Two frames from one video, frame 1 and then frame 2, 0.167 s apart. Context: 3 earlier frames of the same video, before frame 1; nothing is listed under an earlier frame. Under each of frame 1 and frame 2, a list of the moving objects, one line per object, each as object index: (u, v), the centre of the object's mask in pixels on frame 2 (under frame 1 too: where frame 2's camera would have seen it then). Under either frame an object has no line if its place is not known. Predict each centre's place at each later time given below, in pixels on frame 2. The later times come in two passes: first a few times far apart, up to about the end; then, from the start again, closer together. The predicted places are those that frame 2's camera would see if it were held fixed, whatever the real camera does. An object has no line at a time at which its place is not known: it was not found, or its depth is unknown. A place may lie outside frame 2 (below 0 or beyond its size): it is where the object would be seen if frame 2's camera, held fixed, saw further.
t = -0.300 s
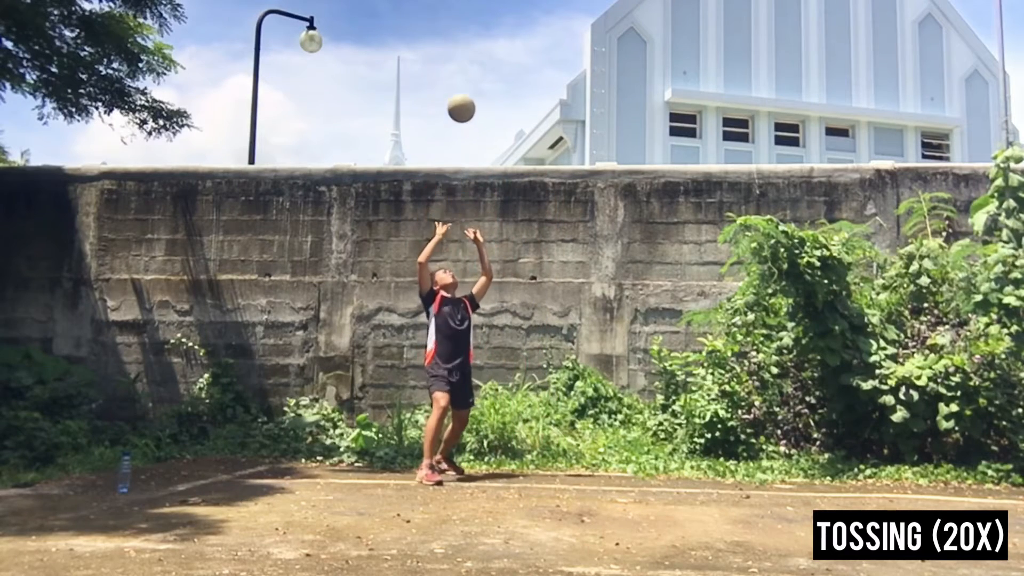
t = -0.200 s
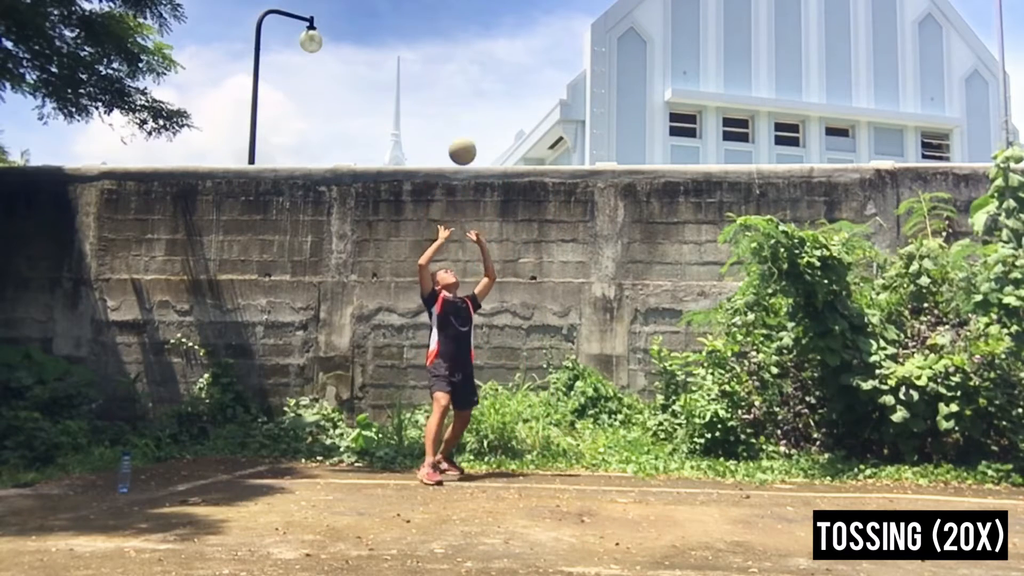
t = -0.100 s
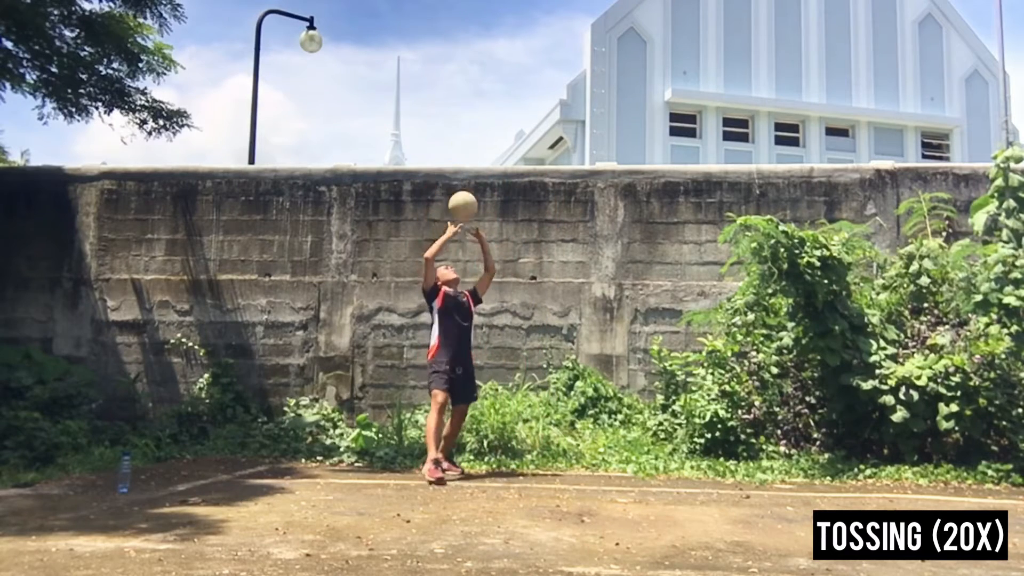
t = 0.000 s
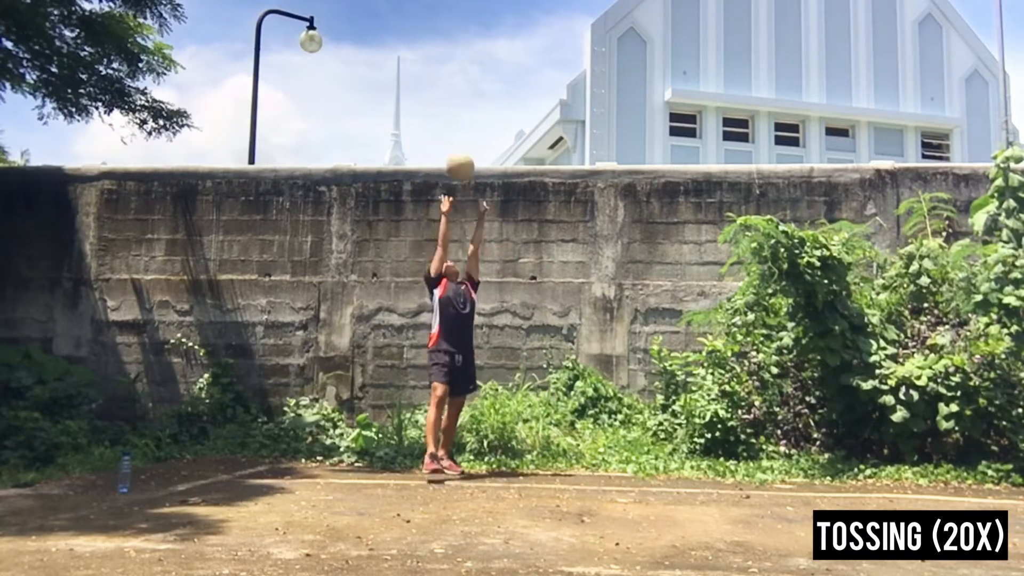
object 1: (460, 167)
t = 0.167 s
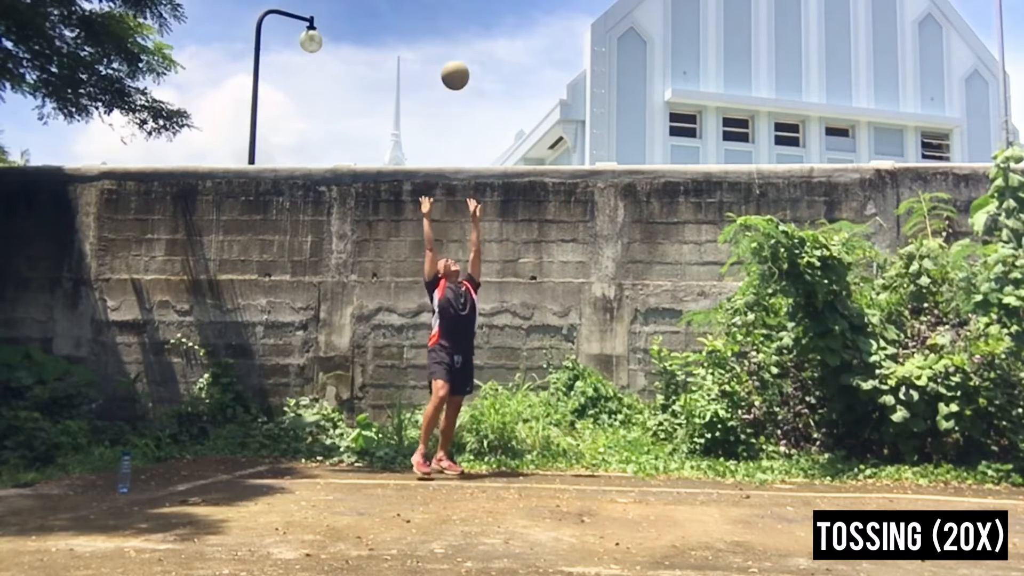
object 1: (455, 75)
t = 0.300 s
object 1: (450, 27)
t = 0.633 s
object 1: (437, 11)
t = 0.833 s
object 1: (427, 70)
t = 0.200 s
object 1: (454, 61)
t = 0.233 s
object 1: (453, 49)
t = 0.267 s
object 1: (452, 37)
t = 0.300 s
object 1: (450, 27)
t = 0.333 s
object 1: (449, 19)
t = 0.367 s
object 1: (448, 13)
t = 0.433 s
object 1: (446, 8)
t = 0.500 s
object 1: (443, 6)
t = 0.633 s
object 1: (437, 11)
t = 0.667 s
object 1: (436, 15)
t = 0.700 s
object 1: (434, 23)
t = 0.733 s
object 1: (432, 32)
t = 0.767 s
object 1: (431, 43)
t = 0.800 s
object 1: (429, 56)
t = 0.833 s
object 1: (427, 70)
